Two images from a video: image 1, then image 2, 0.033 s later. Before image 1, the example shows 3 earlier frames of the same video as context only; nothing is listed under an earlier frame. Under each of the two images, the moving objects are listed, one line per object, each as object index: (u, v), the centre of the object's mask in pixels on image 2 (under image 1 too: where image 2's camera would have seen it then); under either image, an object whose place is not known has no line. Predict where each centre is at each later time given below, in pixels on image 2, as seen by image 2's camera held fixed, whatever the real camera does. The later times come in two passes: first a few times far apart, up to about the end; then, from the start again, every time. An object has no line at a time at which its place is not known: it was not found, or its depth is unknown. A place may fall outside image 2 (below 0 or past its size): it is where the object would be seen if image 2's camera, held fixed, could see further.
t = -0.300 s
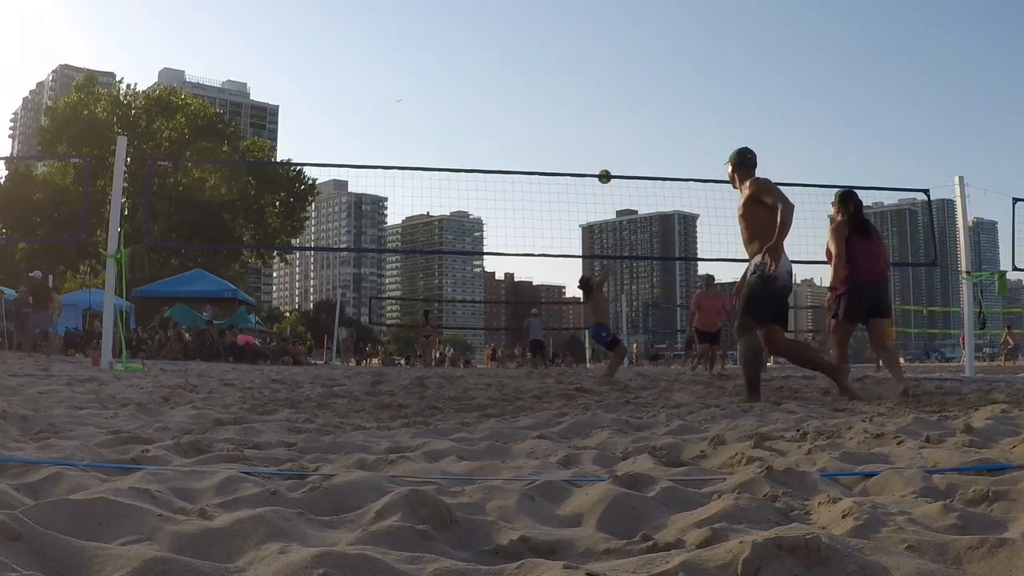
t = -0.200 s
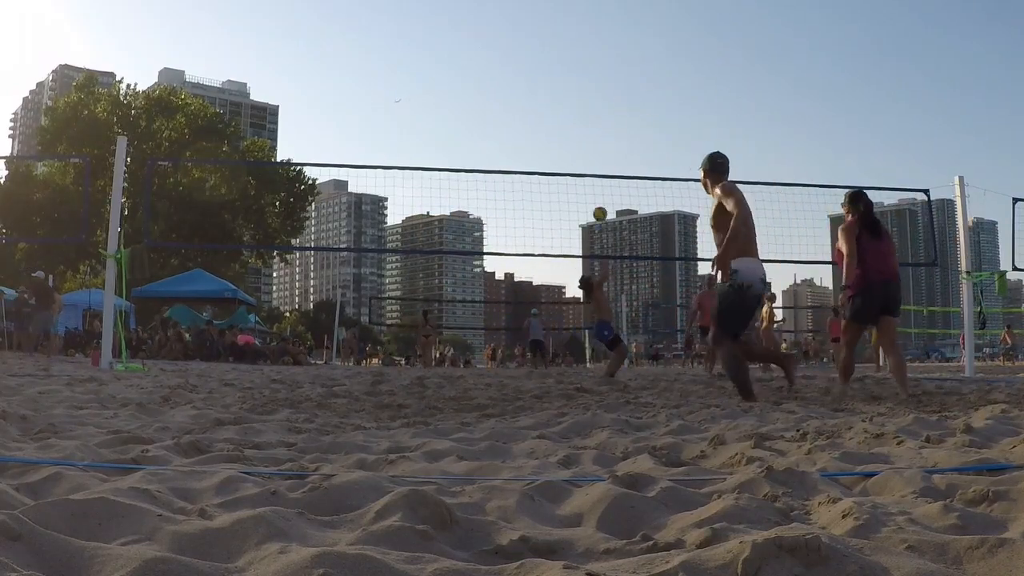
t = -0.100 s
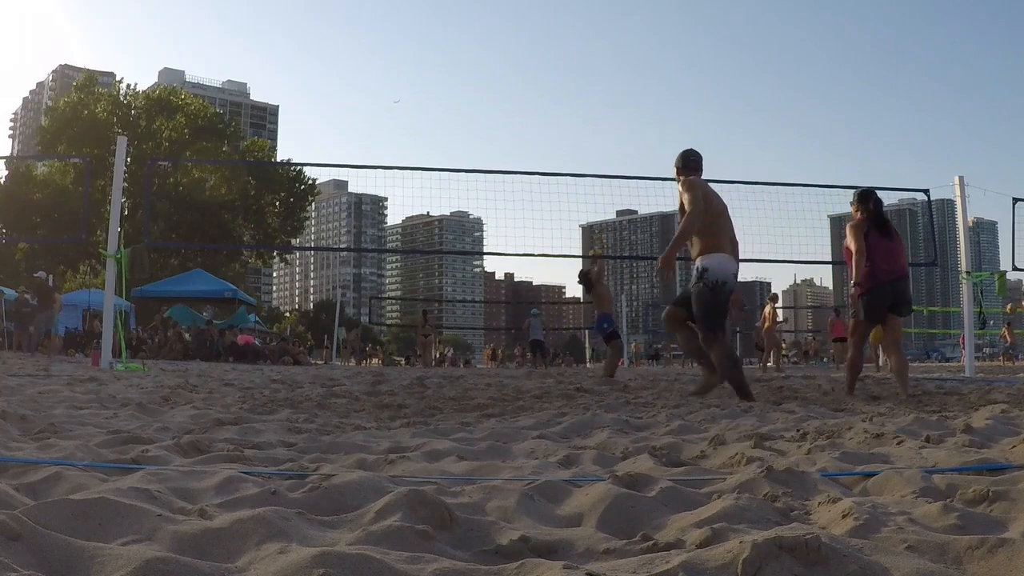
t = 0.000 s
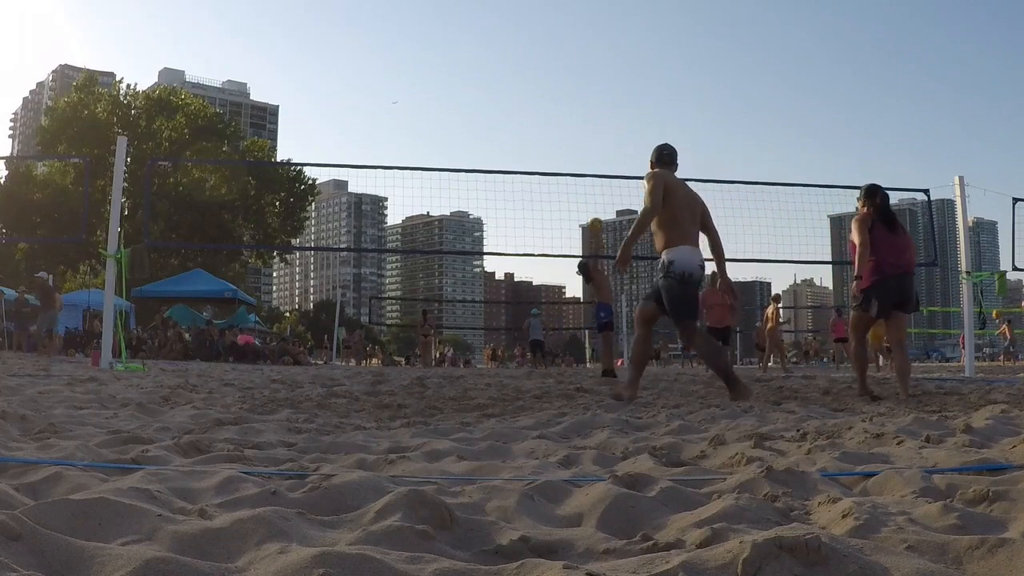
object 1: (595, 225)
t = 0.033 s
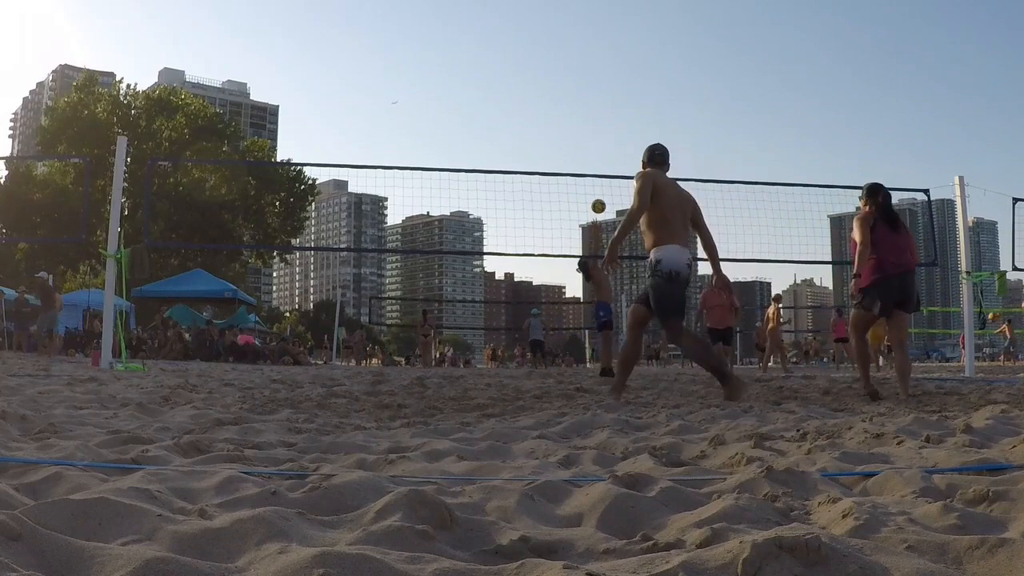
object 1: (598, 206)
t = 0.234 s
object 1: (612, 114)
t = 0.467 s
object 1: (630, 46)
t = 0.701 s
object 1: (648, 15)
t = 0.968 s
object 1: (671, 21)
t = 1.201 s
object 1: (694, 63)
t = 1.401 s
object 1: (715, 128)
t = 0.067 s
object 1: (600, 188)
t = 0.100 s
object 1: (603, 171)
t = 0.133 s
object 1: (605, 156)
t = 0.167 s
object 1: (607, 141)
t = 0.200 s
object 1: (609, 127)
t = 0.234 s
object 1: (612, 114)
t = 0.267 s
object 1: (614, 102)
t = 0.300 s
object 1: (617, 90)
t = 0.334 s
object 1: (620, 80)
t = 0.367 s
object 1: (622, 70)
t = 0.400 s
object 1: (625, 61)
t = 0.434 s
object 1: (627, 53)
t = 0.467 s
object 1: (630, 46)
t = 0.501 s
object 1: (633, 39)
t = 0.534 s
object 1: (635, 33)
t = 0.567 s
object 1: (637, 28)
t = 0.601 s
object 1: (640, 24)
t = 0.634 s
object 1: (643, 20)
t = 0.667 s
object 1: (646, 17)
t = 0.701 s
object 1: (648, 15)
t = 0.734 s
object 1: (651, 13)
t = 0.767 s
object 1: (654, 12)
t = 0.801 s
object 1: (657, 12)
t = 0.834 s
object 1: (659, 12)
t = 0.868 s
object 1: (662, 13)
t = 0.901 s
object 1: (665, 15)
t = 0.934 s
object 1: (668, 18)
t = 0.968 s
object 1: (671, 21)
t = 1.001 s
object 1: (674, 25)
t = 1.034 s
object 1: (678, 30)
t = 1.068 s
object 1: (681, 35)
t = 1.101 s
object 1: (684, 41)
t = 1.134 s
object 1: (687, 48)
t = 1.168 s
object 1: (691, 55)
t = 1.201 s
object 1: (694, 63)
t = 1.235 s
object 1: (698, 72)
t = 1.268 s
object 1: (701, 82)
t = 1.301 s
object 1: (705, 92)
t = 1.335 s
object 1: (709, 104)
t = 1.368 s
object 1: (712, 116)
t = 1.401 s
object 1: (715, 128)
